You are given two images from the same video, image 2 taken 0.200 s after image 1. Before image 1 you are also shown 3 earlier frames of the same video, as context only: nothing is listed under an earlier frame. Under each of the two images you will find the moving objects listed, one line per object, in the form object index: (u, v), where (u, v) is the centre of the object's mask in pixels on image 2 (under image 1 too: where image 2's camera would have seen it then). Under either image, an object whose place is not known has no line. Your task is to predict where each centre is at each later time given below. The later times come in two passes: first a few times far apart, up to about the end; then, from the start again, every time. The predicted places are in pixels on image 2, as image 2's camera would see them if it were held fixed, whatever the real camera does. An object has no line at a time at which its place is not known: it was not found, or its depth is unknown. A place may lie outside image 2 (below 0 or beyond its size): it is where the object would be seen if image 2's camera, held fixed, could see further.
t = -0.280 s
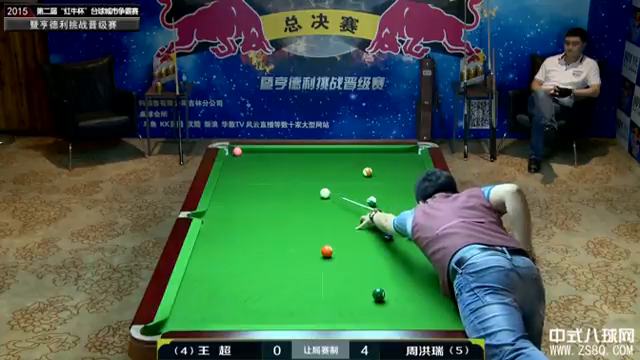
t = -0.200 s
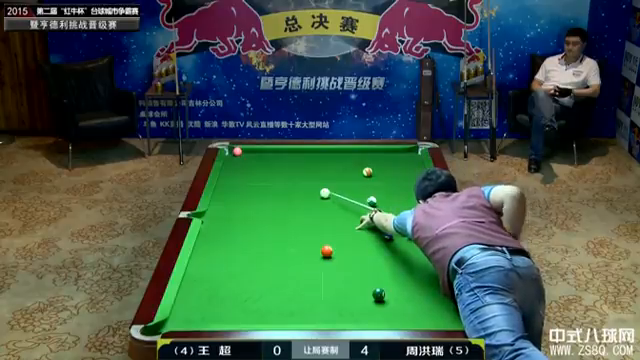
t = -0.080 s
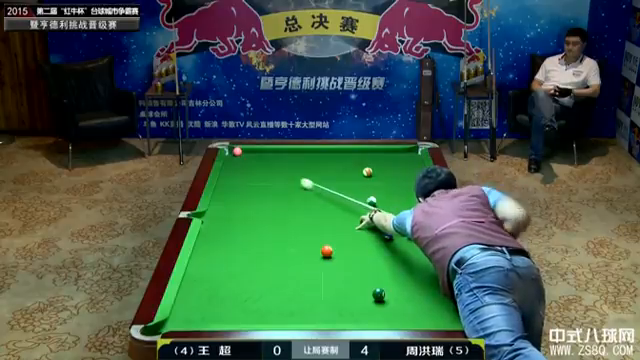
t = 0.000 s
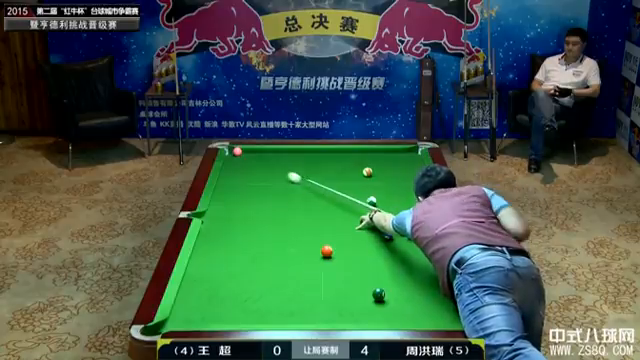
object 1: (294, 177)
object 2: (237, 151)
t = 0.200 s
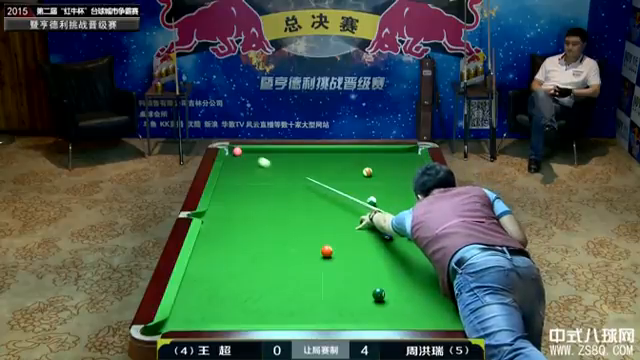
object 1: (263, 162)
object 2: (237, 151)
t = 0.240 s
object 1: (258, 159)
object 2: (237, 151)
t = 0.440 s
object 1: (248, 150)
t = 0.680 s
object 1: (250, 154)
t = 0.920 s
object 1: (250, 157)
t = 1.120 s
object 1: (250, 160)
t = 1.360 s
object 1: (250, 162)
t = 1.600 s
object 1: (249, 165)
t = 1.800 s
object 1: (249, 167)
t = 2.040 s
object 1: (248, 170)
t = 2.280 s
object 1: (247, 172)
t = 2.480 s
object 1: (246, 174)
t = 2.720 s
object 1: (245, 175)
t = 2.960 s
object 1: (245, 177)
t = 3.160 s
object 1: (244, 178)
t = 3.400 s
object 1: (244, 179)
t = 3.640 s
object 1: (244, 180)
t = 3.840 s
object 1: (243, 180)
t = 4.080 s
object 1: (244, 180)
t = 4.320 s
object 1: (244, 181)
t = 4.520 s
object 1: (244, 180)
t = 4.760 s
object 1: (244, 180)
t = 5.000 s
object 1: (244, 181)
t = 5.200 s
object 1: (244, 181)
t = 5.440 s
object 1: (244, 180)
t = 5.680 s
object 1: (244, 180)
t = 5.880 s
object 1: (244, 180)
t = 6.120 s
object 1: (244, 181)
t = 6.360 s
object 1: (244, 181)
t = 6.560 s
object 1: (244, 180)
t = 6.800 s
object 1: (244, 181)
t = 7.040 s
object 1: (244, 181)
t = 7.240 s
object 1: (244, 181)
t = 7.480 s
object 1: (244, 181)
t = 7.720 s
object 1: (244, 181)
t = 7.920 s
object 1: (244, 181)
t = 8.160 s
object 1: (244, 181)
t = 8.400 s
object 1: (244, 181)
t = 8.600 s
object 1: (244, 180)
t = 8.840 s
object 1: (244, 181)
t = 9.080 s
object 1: (244, 181)
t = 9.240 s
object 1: (244, 181)
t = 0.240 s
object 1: (258, 159)
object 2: (237, 151)
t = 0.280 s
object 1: (253, 157)
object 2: (237, 151)
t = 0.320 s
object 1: (247, 154)
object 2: (237, 151)
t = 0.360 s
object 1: (245, 152)
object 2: (234, 150)
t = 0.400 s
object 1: (247, 151)
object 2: (228, 149)
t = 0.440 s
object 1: (248, 150)
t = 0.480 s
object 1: (249, 151)
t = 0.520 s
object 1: (250, 152)
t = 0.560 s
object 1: (250, 152)
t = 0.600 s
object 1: (250, 153)
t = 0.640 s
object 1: (250, 154)
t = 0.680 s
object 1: (250, 154)
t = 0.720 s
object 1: (250, 155)
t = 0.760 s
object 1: (250, 155)
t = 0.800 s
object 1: (250, 156)
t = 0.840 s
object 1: (250, 156)
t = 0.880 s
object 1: (250, 157)
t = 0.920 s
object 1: (250, 157)
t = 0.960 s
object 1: (250, 158)
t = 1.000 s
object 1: (250, 158)
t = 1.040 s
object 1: (250, 159)
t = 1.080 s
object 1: (250, 159)
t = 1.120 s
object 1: (250, 160)
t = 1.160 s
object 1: (250, 160)
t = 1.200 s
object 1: (250, 161)
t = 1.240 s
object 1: (250, 161)
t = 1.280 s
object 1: (250, 161)
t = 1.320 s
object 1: (250, 162)
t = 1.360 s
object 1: (250, 162)
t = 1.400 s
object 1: (250, 163)
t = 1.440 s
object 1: (250, 164)
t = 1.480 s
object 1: (249, 164)
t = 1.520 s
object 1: (249, 165)
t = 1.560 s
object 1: (249, 165)
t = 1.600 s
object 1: (249, 165)
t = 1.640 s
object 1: (249, 166)
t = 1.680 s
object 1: (249, 166)
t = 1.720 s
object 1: (249, 166)
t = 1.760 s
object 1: (249, 167)
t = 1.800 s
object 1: (249, 167)
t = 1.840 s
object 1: (248, 168)
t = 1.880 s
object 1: (248, 168)
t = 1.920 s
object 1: (248, 169)
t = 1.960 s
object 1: (248, 169)
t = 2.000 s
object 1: (248, 169)
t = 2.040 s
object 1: (248, 170)
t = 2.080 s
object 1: (247, 170)
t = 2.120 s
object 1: (247, 170)
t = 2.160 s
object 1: (247, 171)
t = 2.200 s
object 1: (247, 171)
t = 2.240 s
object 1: (247, 172)
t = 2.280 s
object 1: (247, 172)
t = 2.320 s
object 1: (247, 172)
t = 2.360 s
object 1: (246, 172)
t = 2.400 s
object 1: (246, 173)
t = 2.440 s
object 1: (246, 173)
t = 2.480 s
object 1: (246, 174)
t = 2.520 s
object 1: (246, 174)
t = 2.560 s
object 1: (246, 174)
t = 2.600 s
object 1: (246, 174)
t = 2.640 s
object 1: (246, 175)
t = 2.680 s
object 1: (246, 175)
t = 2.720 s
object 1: (245, 175)
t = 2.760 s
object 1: (245, 175)
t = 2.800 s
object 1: (245, 175)
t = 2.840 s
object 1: (245, 176)
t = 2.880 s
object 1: (245, 176)
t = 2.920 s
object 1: (245, 176)
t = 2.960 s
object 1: (245, 177)
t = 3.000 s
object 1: (245, 177)
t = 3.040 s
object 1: (244, 177)
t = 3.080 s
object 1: (244, 177)
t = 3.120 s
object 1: (244, 177)
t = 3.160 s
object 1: (244, 178)
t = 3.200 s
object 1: (244, 178)
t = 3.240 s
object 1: (244, 178)
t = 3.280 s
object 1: (244, 178)
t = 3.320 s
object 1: (244, 178)
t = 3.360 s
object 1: (244, 179)
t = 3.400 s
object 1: (244, 179)
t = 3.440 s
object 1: (244, 179)
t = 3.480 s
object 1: (244, 179)
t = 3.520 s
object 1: (244, 179)
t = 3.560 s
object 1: (244, 179)
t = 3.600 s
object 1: (244, 179)
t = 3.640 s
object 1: (244, 180)
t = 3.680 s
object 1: (244, 180)
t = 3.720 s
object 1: (244, 180)
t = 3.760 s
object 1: (244, 180)
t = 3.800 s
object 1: (243, 180)
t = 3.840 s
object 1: (243, 180)
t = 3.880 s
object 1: (243, 180)
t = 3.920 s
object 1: (243, 180)
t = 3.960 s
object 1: (243, 180)
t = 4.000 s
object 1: (243, 180)
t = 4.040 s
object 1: (243, 180)
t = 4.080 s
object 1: (244, 180)
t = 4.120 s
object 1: (244, 180)
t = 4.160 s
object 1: (244, 180)
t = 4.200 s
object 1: (244, 181)
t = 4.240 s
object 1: (244, 181)
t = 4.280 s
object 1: (244, 181)
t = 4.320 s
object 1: (244, 181)
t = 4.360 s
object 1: (244, 181)
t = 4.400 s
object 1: (244, 181)
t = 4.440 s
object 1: (244, 180)
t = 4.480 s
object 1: (244, 180)
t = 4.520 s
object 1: (244, 180)
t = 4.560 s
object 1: (244, 180)
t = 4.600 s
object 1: (244, 180)
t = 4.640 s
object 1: (244, 180)
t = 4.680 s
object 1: (244, 180)
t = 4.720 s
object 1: (244, 180)
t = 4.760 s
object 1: (244, 180)
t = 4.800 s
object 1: (244, 180)
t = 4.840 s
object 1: (244, 181)
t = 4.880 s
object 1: (244, 181)
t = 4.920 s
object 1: (244, 181)
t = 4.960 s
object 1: (244, 181)
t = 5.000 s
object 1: (244, 181)
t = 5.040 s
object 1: (244, 180)
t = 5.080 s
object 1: (244, 181)
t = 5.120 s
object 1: (244, 181)
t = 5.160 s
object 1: (244, 181)
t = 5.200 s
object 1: (244, 181)
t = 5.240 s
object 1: (244, 181)
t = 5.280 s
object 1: (244, 181)
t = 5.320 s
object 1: (244, 181)
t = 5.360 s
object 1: (244, 181)
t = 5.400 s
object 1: (244, 180)
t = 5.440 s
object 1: (244, 180)
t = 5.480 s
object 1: (244, 180)
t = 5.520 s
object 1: (244, 180)
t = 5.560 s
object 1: (244, 180)
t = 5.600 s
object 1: (244, 180)
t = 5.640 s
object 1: (244, 180)
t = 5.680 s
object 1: (244, 180)
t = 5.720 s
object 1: (244, 180)
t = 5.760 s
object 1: (244, 180)
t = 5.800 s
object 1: (244, 180)
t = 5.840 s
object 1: (244, 180)
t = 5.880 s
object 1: (244, 180)
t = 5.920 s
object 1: (244, 180)
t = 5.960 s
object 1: (244, 180)
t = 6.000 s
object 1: (244, 181)
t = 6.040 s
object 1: (244, 181)
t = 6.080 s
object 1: (244, 181)
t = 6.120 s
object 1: (244, 181)
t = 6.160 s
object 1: (244, 181)
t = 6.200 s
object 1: (244, 181)
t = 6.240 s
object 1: (244, 181)
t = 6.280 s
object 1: (244, 180)
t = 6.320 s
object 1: (244, 181)
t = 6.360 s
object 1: (244, 181)
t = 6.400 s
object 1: (244, 181)
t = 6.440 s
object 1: (244, 180)
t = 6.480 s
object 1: (244, 180)
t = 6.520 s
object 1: (244, 180)
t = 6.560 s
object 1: (244, 180)
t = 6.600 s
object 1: (244, 180)
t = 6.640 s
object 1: (244, 181)
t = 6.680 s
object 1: (244, 181)
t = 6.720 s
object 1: (244, 181)
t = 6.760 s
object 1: (244, 181)
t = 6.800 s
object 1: (244, 181)
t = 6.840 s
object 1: (244, 181)
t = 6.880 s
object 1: (244, 181)
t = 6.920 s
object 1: (244, 181)
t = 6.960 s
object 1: (244, 181)
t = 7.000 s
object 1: (244, 181)
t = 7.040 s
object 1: (244, 181)
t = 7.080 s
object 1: (244, 181)
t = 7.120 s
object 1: (244, 181)
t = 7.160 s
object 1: (244, 181)
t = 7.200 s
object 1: (244, 181)
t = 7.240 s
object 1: (244, 181)
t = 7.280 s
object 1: (244, 181)
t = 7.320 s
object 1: (244, 181)
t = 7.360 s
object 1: (244, 181)
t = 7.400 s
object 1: (244, 181)
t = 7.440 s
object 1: (244, 181)
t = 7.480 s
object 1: (244, 181)
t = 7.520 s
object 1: (244, 181)
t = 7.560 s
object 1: (244, 181)
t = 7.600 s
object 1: (244, 181)
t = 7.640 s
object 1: (244, 181)
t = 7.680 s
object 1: (244, 181)
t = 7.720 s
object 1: (244, 181)
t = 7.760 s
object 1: (244, 181)
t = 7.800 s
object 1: (244, 181)
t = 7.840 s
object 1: (244, 181)
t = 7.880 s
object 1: (244, 181)
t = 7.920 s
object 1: (244, 181)
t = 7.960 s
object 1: (244, 181)
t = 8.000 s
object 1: (244, 181)
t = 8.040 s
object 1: (244, 181)
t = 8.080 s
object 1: (244, 181)
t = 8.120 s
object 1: (244, 181)
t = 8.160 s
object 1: (244, 181)
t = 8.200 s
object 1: (244, 180)
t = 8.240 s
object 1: (244, 181)
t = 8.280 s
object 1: (244, 181)
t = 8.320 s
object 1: (244, 181)
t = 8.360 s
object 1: (244, 180)
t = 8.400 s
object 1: (244, 181)
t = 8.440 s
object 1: (244, 181)
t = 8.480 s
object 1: (244, 181)
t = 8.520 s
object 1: (244, 181)
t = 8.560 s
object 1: (244, 180)
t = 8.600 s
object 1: (244, 180)
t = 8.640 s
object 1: (244, 181)
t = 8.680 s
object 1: (244, 180)
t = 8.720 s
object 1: (244, 181)
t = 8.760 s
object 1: (244, 181)
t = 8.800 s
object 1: (244, 181)
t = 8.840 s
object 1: (244, 181)
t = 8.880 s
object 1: (244, 181)
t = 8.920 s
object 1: (244, 181)
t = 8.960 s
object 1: (244, 181)
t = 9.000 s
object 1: (244, 181)
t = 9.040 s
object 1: (244, 181)
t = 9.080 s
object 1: (244, 181)
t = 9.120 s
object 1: (244, 181)
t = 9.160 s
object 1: (244, 181)
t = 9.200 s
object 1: (244, 181)
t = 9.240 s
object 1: (244, 181)
